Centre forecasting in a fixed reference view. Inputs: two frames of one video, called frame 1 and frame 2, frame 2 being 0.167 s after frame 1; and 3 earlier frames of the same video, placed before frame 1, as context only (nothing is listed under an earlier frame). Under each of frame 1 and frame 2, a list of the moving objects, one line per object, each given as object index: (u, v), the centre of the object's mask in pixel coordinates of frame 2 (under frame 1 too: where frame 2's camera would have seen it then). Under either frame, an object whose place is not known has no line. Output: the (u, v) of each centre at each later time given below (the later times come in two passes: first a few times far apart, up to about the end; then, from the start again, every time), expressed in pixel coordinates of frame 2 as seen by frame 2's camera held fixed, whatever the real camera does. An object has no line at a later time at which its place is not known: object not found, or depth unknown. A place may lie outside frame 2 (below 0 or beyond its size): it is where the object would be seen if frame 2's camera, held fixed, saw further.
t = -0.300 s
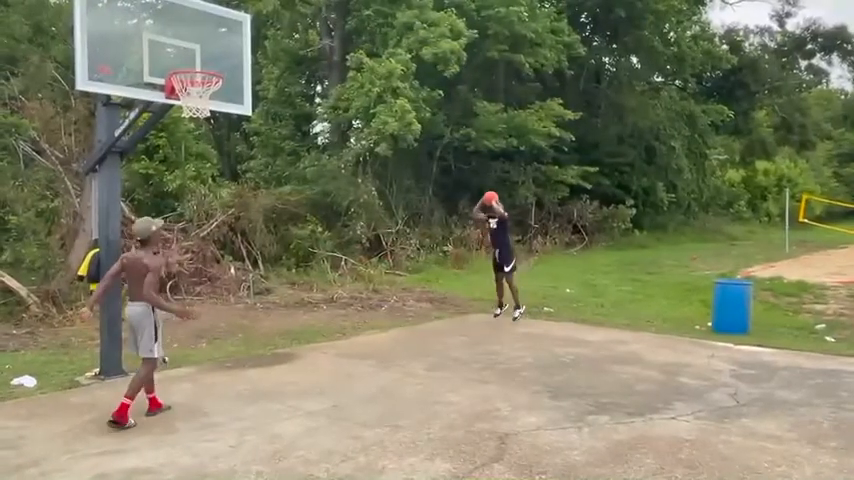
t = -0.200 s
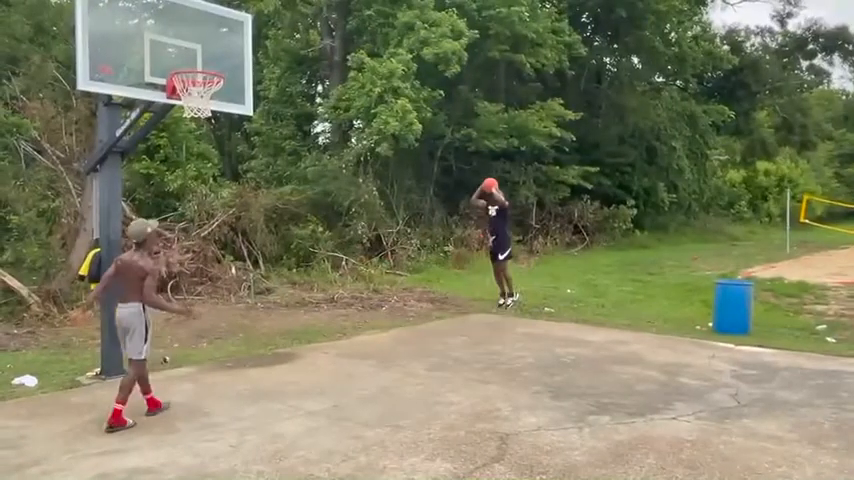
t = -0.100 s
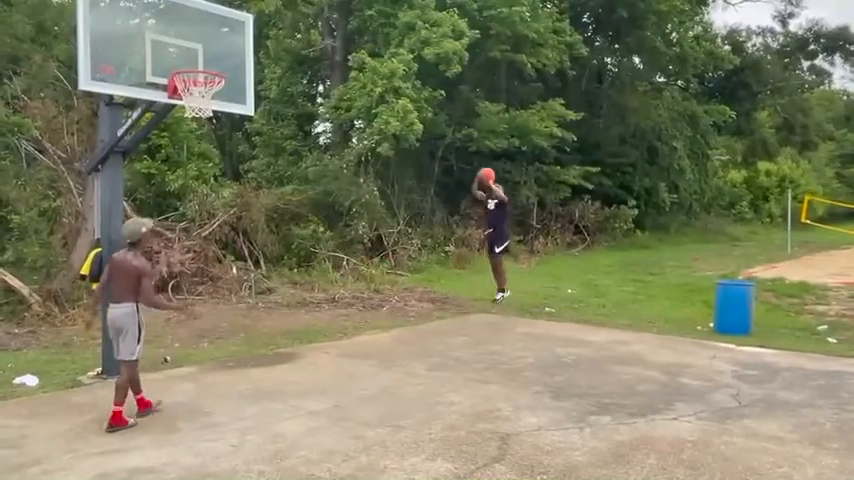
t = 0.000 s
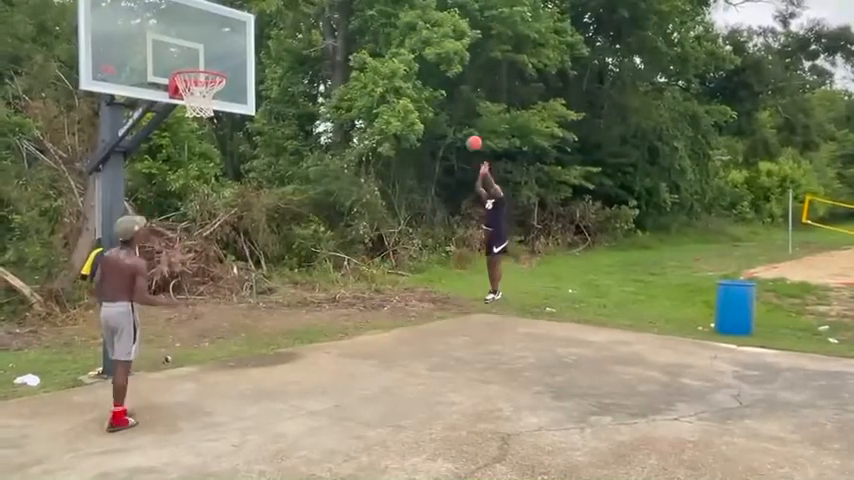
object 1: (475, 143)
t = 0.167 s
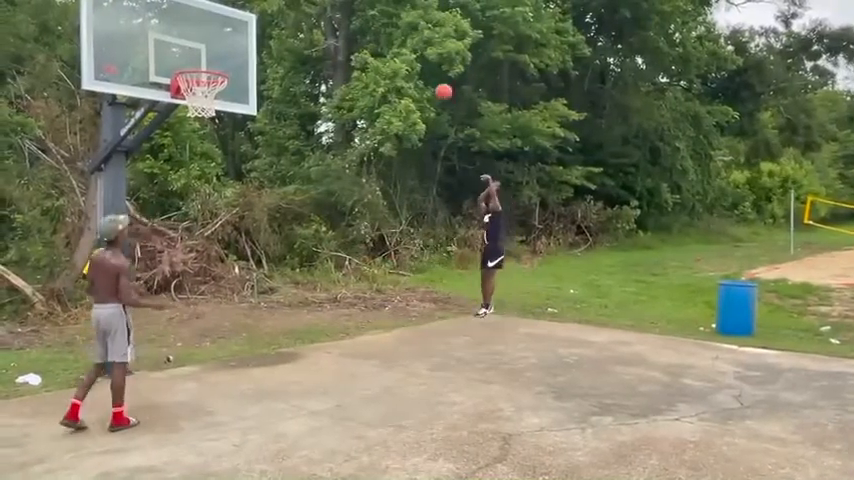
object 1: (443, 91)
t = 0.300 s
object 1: (415, 59)
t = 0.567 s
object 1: (347, 22)
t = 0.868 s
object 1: (242, 52)
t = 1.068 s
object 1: (203, 116)
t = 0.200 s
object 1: (437, 83)
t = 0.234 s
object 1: (429, 74)
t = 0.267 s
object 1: (422, 66)
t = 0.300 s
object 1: (415, 59)
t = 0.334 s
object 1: (407, 52)
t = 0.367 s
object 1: (400, 46)
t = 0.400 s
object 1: (391, 40)
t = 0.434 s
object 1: (383, 35)
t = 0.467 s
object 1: (375, 32)
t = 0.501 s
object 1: (365, 27)
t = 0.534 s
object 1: (357, 25)
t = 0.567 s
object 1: (347, 22)
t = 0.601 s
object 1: (337, 21)
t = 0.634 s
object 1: (327, 21)
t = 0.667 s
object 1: (315, 23)
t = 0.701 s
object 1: (304, 24)
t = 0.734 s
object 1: (292, 26)
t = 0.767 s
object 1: (280, 31)
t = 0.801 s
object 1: (269, 36)
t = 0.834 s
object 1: (256, 44)
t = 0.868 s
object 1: (242, 52)
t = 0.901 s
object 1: (228, 60)
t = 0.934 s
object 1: (215, 66)
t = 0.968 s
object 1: (199, 69)
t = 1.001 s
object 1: (191, 77)
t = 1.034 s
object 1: (199, 93)
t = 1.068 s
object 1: (203, 116)
